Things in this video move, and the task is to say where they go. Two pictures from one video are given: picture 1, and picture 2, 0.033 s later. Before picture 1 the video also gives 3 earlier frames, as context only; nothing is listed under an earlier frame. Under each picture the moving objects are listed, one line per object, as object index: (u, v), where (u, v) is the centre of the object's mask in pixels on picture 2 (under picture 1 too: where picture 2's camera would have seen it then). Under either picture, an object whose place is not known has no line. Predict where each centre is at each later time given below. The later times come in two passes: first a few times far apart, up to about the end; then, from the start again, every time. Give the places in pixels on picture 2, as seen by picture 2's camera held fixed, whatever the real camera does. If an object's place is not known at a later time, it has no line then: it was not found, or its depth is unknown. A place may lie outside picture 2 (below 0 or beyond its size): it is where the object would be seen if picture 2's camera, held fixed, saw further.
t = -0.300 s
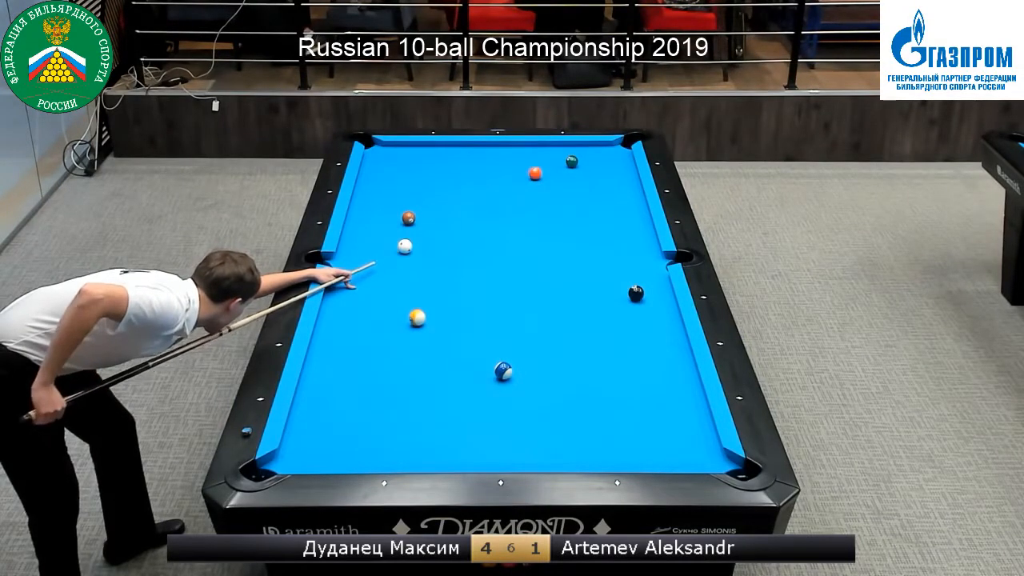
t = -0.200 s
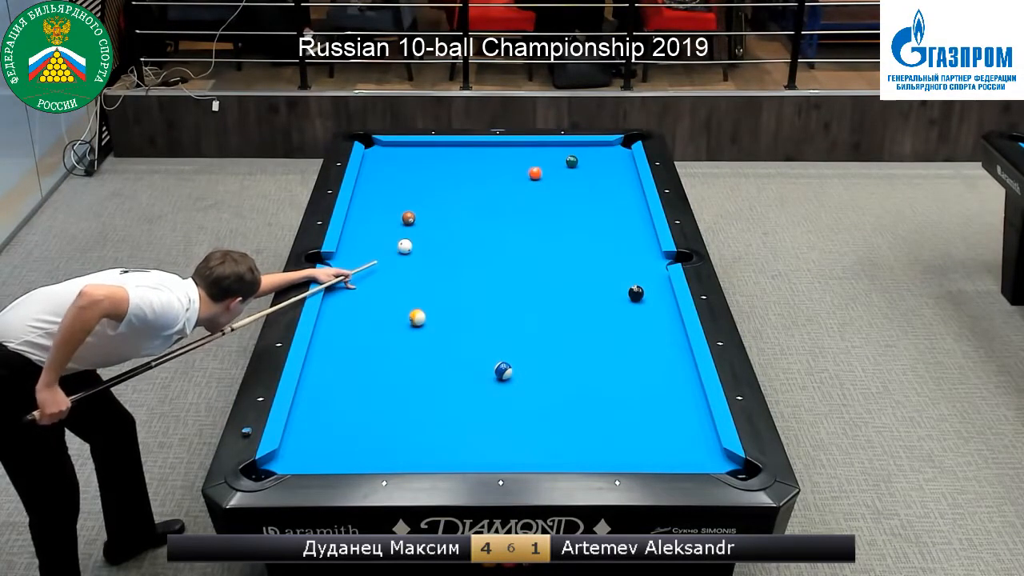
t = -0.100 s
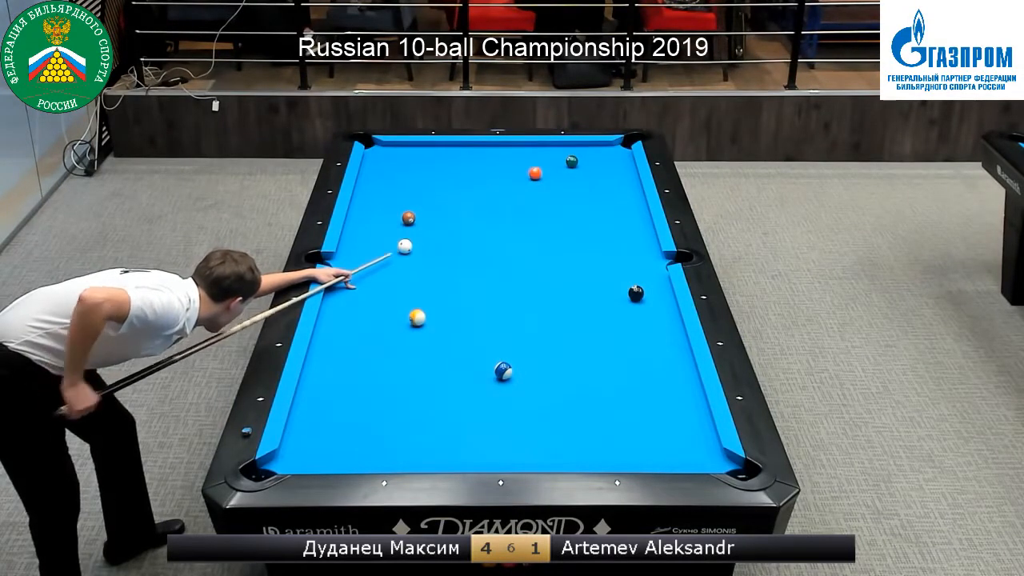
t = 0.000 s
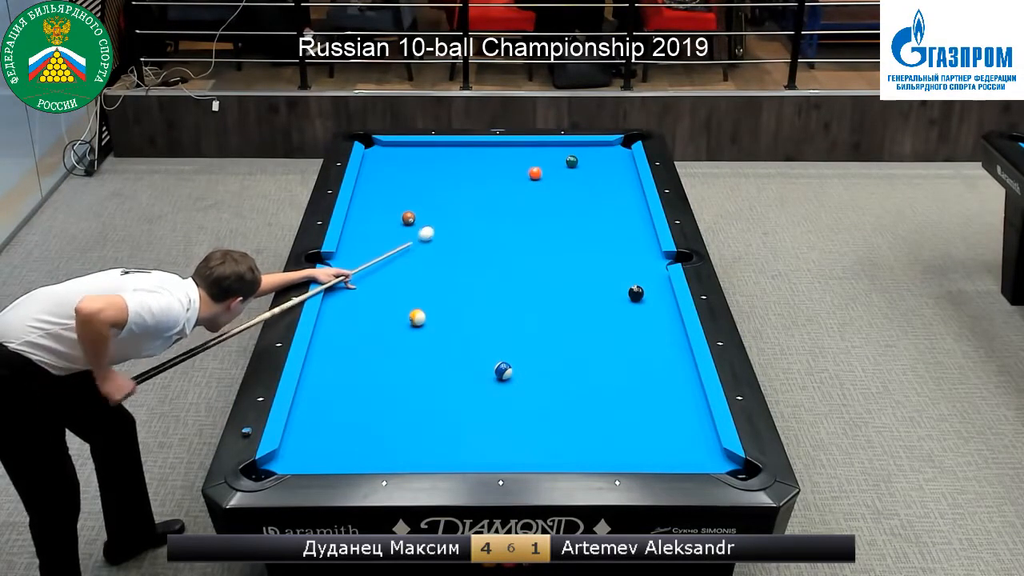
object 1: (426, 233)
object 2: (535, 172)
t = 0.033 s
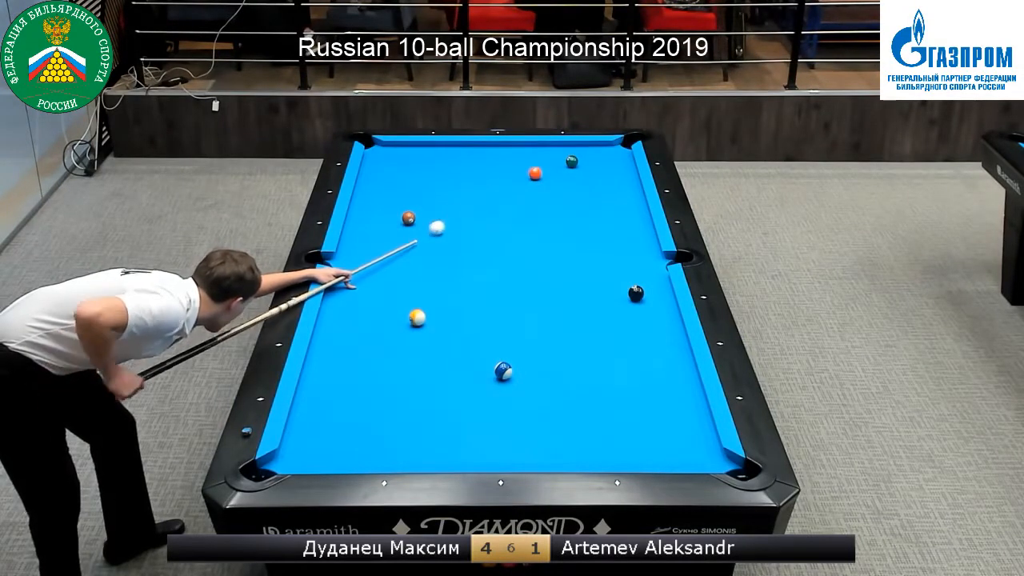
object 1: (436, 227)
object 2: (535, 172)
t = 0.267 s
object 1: (495, 194)
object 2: (535, 172)
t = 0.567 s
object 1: (522, 172)
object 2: (561, 162)
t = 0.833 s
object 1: (524, 161)
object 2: (560, 159)
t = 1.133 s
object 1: (526, 151)
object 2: (560, 155)
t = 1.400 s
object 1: (527, 145)
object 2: (559, 154)
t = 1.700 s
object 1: (528, 151)
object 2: (558, 151)
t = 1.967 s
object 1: (529, 156)
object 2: (559, 150)
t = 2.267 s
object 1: (529, 160)
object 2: (559, 149)
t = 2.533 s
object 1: (529, 164)
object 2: (559, 149)
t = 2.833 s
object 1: (530, 168)
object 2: (558, 148)
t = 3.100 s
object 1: (530, 171)
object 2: (558, 148)
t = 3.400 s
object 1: (530, 173)
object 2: (558, 148)
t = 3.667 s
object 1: (530, 175)
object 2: (558, 148)
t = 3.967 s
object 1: (530, 176)
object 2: (558, 148)
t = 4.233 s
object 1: (530, 177)
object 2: (558, 148)
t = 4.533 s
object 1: (530, 177)
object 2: (558, 149)
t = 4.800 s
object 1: (530, 177)
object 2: (558, 148)
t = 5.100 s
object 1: (530, 177)
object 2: (558, 148)
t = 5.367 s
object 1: (530, 177)
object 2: (558, 148)
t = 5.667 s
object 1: (530, 177)
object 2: (558, 148)
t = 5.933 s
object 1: (530, 177)
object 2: (558, 148)
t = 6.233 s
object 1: (530, 177)
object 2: (558, 148)
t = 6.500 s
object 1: (530, 177)
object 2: (558, 148)
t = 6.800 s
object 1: (530, 177)
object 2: (558, 148)
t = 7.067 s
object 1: (530, 177)
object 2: (559, 148)
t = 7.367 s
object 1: (530, 177)
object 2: (559, 148)
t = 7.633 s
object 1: (530, 177)
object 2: (558, 148)
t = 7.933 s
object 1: (530, 177)
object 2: (558, 148)
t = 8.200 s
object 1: (530, 177)
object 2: (558, 148)
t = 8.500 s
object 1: (530, 177)
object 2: (558, 148)
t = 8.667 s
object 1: (530, 177)
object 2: (558, 148)
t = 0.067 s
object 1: (446, 221)
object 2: (535, 172)
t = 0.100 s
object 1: (456, 216)
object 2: (535, 172)
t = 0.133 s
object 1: (464, 211)
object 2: (535, 172)
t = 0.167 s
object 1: (473, 207)
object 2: (535, 172)
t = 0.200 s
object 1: (481, 202)
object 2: (535, 172)
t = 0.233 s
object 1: (488, 198)
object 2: (535, 172)
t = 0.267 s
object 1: (495, 194)
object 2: (535, 172)
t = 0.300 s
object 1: (502, 190)
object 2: (535, 172)
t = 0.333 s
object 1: (509, 186)
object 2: (535, 172)
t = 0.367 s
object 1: (515, 183)
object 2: (535, 172)
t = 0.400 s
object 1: (522, 179)
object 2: (535, 172)
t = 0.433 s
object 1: (525, 176)
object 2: (538, 171)
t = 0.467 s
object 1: (524, 175)
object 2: (546, 168)
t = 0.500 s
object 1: (523, 175)
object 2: (552, 166)
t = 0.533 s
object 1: (522, 173)
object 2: (559, 163)
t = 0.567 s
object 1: (522, 172)
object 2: (561, 162)
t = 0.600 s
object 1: (522, 171)
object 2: (561, 162)
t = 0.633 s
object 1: (522, 170)
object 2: (561, 161)
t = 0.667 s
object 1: (522, 168)
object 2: (561, 161)
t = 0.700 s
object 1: (523, 167)
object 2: (561, 160)
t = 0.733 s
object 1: (523, 165)
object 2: (561, 160)
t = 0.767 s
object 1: (523, 164)
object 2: (561, 160)
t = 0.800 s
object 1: (524, 163)
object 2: (561, 159)
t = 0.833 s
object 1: (524, 161)
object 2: (560, 159)
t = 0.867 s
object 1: (524, 160)
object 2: (560, 158)
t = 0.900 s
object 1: (524, 159)
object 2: (560, 158)
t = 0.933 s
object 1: (524, 158)
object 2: (560, 157)
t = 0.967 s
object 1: (525, 156)
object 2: (560, 157)
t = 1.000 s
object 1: (525, 155)
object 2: (560, 157)
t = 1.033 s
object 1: (525, 154)
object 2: (560, 156)
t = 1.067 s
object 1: (525, 153)
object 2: (560, 156)
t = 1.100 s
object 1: (525, 152)
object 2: (560, 156)
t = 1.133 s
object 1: (526, 151)
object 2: (560, 155)
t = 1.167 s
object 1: (526, 150)
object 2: (560, 155)
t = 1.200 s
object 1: (526, 148)
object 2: (560, 155)
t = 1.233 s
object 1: (526, 147)
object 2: (560, 155)
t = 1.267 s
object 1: (527, 146)
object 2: (559, 154)
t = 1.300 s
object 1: (527, 145)
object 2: (559, 154)
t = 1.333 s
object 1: (527, 144)
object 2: (559, 154)
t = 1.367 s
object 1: (527, 145)
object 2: (559, 154)
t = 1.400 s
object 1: (527, 145)
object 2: (559, 154)
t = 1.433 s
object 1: (527, 146)
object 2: (559, 153)
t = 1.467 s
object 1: (527, 147)
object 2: (558, 153)
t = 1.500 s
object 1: (527, 147)
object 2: (558, 153)
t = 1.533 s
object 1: (528, 148)
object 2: (558, 153)
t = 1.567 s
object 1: (528, 149)
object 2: (558, 152)
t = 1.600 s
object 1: (528, 149)
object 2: (558, 152)
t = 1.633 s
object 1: (528, 150)
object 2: (558, 152)
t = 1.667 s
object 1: (528, 150)
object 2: (558, 151)
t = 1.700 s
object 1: (528, 151)
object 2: (558, 151)
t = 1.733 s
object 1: (528, 152)
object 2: (558, 151)
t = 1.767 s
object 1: (528, 152)
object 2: (558, 151)
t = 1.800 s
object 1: (528, 153)
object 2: (558, 151)
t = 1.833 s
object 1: (528, 153)
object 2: (559, 150)
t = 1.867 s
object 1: (528, 154)
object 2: (559, 150)
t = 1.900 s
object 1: (529, 155)
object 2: (559, 150)
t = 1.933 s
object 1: (529, 155)
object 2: (559, 150)
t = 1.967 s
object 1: (529, 156)
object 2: (559, 150)
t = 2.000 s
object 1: (529, 156)
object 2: (559, 150)
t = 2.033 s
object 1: (529, 157)
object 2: (559, 149)
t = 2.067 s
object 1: (529, 157)
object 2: (559, 150)
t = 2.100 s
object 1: (529, 158)
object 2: (559, 149)
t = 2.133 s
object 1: (529, 158)
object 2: (559, 149)
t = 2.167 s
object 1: (529, 159)
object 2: (559, 149)
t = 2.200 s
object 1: (529, 160)
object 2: (559, 149)
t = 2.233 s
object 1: (529, 160)
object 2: (559, 149)
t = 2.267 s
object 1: (529, 160)
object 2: (559, 149)
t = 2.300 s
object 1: (529, 161)
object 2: (559, 149)
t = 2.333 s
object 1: (529, 162)
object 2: (559, 149)
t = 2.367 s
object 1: (529, 162)
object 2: (559, 149)
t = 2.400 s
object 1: (529, 162)
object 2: (559, 149)
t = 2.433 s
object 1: (529, 163)
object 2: (559, 149)
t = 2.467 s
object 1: (529, 164)
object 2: (559, 149)
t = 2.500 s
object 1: (529, 164)
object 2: (559, 149)
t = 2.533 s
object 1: (529, 164)
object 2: (559, 149)
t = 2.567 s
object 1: (529, 165)
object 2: (559, 149)
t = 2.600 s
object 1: (529, 165)
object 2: (559, 148)
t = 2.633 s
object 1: (529, 166)
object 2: (559, 148)
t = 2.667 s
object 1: (529, 166)
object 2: (559, 148)
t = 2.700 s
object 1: (529, 166)
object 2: (559, 148)
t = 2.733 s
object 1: (529, 167)
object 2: (559, 148)
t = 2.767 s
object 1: (529, 167)
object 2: (559, 148)
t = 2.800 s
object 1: (530, 168)
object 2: (558, 148)
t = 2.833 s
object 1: (530, 168)
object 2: (558, 148)
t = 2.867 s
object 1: (530, 168)
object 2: (559, 148)
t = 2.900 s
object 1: (530, 169)
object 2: (558, 148)
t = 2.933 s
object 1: (530, 169)
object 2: (558, 148)
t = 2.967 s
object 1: (530, 169)
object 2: (558, 148)
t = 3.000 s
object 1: (530, 170)
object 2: (558, 148)
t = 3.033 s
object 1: (530, 170)
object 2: (558, 148)
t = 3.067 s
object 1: (530, 170)
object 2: (558, 148)
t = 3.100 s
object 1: (530, 171)
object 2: (558, 148)
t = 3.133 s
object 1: (530, 171)
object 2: (558, 148)
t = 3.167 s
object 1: (530, 171)
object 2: (558, 148)
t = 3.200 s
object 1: (530, 172)
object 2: (558, 148)
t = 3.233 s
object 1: (530, 172)
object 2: (558, 148)
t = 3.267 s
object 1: (530, 172)
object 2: (558, 148)
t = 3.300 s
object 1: (530, 173)
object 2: (558, 148)
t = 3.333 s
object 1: (530, 173)
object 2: (558, 148)
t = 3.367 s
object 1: (530, 173)
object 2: (558, 148)
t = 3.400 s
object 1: (530, 173)
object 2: (558, 148)
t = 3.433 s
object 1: (530, 174)
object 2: (558, 148)
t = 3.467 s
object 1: (530, 174)
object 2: (558, 148)
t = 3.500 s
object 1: (530, 174)
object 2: (558, 148)
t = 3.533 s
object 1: (530, 174)
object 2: (558, 148)
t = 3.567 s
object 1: (530, 174)
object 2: (558, 148)
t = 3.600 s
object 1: (530, 175)
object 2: (558, 148)
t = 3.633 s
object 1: (530, 175)
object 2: (558, 148)
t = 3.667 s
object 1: (530, 175)
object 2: (558, 148)
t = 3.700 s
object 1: (530, 175)
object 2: (558, 148)
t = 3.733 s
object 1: (530, 175)
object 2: (558, 148)
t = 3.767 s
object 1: (530, 175)
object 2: (558, 148)
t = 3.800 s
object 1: (530, 176)
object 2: (558, 148)
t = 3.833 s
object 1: (530, 176)
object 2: (558, 148)
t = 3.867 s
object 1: (530, 176)
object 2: (558, 148)
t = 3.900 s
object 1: (530, 176)
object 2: (558, 148)
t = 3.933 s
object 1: (530, 176)
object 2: (558, 148)
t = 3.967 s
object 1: (530, 176)
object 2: (558, 148)
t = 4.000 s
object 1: (530, 176)
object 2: (558, 148)
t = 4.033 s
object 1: (530, 176)
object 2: (558, 148)
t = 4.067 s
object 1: (530, 177)
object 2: (558, 148)
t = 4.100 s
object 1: (530, 177)
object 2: (558, 148)
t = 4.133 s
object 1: (530, 177)
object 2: (558, 148)
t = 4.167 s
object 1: (530, 177)
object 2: (558, 148)
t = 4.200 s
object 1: (530, 177)
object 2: (558, 148)
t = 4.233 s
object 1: (530, 177)
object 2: (558, 148)
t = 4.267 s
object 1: (530, 177)
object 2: (558, 148)
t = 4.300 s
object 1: (530, 177)
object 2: (558, 148)
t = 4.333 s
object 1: (530, 177)
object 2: (558, 148)
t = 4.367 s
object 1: (530, 177)
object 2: (558, 148)
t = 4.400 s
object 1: (530, 177)
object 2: (558, 149)
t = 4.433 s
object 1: (530, 177)
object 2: (558, 149)
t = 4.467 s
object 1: (530, 177)
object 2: (558, 149)
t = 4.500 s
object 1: (530, 177)
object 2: (558, 149)
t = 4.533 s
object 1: (530, 177)
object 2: (558, 149)
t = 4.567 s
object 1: (530, 177)
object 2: (558, 149)
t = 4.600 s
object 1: (530, 177)
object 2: (558, 149)
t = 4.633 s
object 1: (530, 177)
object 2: (558, 148)
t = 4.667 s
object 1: (530, 177)
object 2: (558, 148)
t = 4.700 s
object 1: (530, 177)
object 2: (558, 148)
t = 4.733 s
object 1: (530, 177)
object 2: (558, 149)
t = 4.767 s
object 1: (530, 177)
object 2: (558, 148)
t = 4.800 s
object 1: (530, 177)
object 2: (558, 148)
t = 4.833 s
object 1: (530, 177)
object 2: (558, 148)
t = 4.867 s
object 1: (530, 177)
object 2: (558, 148)
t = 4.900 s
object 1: (530, 177)
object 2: (558, 148)
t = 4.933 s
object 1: (530, 177)
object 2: (558, 148)
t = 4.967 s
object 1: (530, 177)
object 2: (558, 148)
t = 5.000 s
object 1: (530, 177)
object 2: (558, 148)
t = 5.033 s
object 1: (530, 177)
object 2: (558, 148)
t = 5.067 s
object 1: (530, 177)
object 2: (558, 148)
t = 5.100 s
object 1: (530, 177)
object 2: (558, 148)
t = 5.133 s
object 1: (530, 177)
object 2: (558, 148)
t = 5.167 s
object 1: (530, 177)
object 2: (558, 148)
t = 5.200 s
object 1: (530, 177)
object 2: (558, 148)
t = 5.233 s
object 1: (530, 177)
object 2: (558, 148)
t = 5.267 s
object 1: (530, 177)
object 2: (558, 148)
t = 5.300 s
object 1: (530, 177)
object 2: (558, 148)
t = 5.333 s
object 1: (530, 177)
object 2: (558, 148)
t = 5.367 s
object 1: (530, 177)
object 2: (558, 148)
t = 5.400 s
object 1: (530, 177)
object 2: (558, 148)
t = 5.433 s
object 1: (530, 177)
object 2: (558, 148)
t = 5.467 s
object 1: (530, 177)
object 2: (558, 148)
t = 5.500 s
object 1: (530, 177)
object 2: (558, 148)
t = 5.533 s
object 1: (530, 177)
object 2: (558, 148)
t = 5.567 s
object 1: (530, 177)
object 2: (558, 148)
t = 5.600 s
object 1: (530, 177)
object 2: (558, 148)
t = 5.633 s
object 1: (530, 177)
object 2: (558, 148)
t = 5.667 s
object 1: (530, 177)
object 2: (558, 148)
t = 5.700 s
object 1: (530, 177)
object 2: (558, 148)
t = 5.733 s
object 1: (530, 177)
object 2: (558, 148)
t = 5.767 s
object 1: (530, 177)
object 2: (558, 148)
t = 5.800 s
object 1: (530, 177)
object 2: (558, 148)
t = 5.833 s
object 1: (530, 177)
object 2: (558, 148)
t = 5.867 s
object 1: (530, 177)
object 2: (558, 148)
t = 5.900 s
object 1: (530, 177)
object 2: (558, 148)
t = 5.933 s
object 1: (530, 177)
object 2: (558, 148)
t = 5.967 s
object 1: (530, 177)
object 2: (558, 148)
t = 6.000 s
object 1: (530, 177)
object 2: (558, 148)
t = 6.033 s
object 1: (530, 177)
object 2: (558, 148)
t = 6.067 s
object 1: (530, 177)
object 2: (558, 148)
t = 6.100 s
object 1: (530, 177)
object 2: (558, 148)
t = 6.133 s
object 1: (530, 177)
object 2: (558, 148)
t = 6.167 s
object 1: (530, 177)
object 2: (558, 148)
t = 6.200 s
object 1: (530, 177)
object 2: (558, 148)
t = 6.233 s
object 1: (530, 177)
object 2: (558, 148)
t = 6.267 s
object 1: (530, 177)
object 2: (559, 148)
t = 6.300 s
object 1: (530, 177)
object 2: (558, 148)
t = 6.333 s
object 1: (530, 177)
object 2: (558, 148)
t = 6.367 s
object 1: (530, 177)
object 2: (558, 148)
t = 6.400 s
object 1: (530, 177)
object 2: (558, 148)
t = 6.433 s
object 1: (530, 177)
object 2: (558, 148)
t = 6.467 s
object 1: (530, 177)
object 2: (558, 148)
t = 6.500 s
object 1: (530, 177)
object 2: (558, 148)
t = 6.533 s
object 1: (530, 177)
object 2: (559, 148)
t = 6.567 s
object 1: (530, 177)
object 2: (559, 148)
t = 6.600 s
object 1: (530, 177)
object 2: (558, 148)
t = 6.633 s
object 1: (530, 177)
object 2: (558, 148)
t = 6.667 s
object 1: (530, 177)
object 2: (558, 148)
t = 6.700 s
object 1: (530, 177)
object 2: (558, 148)
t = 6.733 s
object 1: (530, 177)
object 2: (559, 148)
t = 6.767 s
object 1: (530, 177)
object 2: (559, 148)
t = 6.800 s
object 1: (530, 177)
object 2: (558, 148)
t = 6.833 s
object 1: (530, 177)
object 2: (559, 148)
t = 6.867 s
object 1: (530, 177)
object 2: (558, 148)
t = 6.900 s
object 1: (530, 177)
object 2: (559, 148)
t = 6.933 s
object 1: (530, 177)
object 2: (559, 148)
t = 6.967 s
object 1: (530, 177)
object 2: (559, 148)
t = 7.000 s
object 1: (530, 177)
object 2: (559, 148)
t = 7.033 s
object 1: (530, 177)
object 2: (559, 148)
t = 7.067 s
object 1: (530, 177)
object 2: (559, 148)
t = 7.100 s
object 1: (530, 177)
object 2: (559, 148)
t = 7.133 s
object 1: (530, 177)
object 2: (559, 148)
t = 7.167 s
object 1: (530, 177)
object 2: (559, 148)
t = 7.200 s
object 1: (530, 177)
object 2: (559, 148)
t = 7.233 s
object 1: (530, 177)
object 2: (559, 148)
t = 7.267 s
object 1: (530, 177)
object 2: (559, 148)
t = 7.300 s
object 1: (530, 177)
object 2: (559, 148)
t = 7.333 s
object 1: (530, 177)
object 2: (559, 148)
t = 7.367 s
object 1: (530, 177)
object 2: (559, 148)
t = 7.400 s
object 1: (530, 177)
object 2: (558, 148)
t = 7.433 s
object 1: (530, 177)
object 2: (558, 148)
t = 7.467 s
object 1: (530, 177)
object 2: (558, 148)
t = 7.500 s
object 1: (530, 177)
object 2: (558, 148)
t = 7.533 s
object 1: (530, 177)
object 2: (558, 148)
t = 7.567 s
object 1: (530, 177)
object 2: (558, 148)
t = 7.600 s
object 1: (530, 177)
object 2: (558, 148)
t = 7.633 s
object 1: (530, 177)
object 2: (558, 148)
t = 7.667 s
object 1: (530, 177)
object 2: (558, 148)
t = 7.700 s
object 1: (530, 177)
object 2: (558, 148)
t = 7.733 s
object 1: (530, 177)
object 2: (558, 148)
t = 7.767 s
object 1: (530, 177)
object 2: (558, 148)
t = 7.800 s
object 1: (530, 177)
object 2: (558, 148)
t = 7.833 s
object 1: (530, 177)
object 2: (558, 148)
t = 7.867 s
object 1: (530, 177)
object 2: (558, 148)
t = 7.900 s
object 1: (530, 177)
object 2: (558, 148)
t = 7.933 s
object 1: (530, 177)
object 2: (558, 148)
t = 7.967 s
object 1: (530, 177)
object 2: (558, 148)
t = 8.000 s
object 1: (530, 177)
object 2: (558, 148)
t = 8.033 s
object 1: (530, 177)
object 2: (558, 148)
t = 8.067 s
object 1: (530, 177)
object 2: (558, 148)
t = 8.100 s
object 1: (530, 177)
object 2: (558, 148)
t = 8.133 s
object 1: (530, 177)
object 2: (558, 148)
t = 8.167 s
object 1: (530, 177)
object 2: (558, 148)
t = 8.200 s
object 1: (530, 177)
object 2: (558, 148)
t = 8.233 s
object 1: (530, 177)
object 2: (558, 148)
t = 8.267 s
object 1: (530, 177)
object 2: (558, 148)
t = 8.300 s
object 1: (530, 177)
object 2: (558, 148)
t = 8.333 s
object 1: (530, 177)
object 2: (558, 148)
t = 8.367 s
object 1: (530, 177)
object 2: (558, 148)
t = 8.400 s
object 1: (530, 177)
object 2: (558, 148)
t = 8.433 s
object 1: (530, 177)
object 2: (558, 148)
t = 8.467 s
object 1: (530, 177)
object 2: (558, 148)
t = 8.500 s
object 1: (530, 177)
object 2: (558, 148)
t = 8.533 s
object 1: (530, 177)
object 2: (558, 148)
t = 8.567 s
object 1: (530, 177)
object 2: (558, 148)
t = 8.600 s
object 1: (530, 177)
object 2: (558, 148)
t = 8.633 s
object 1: (530, 177)
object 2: (558, 148)
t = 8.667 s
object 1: (530, 177)
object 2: (558, 148)
